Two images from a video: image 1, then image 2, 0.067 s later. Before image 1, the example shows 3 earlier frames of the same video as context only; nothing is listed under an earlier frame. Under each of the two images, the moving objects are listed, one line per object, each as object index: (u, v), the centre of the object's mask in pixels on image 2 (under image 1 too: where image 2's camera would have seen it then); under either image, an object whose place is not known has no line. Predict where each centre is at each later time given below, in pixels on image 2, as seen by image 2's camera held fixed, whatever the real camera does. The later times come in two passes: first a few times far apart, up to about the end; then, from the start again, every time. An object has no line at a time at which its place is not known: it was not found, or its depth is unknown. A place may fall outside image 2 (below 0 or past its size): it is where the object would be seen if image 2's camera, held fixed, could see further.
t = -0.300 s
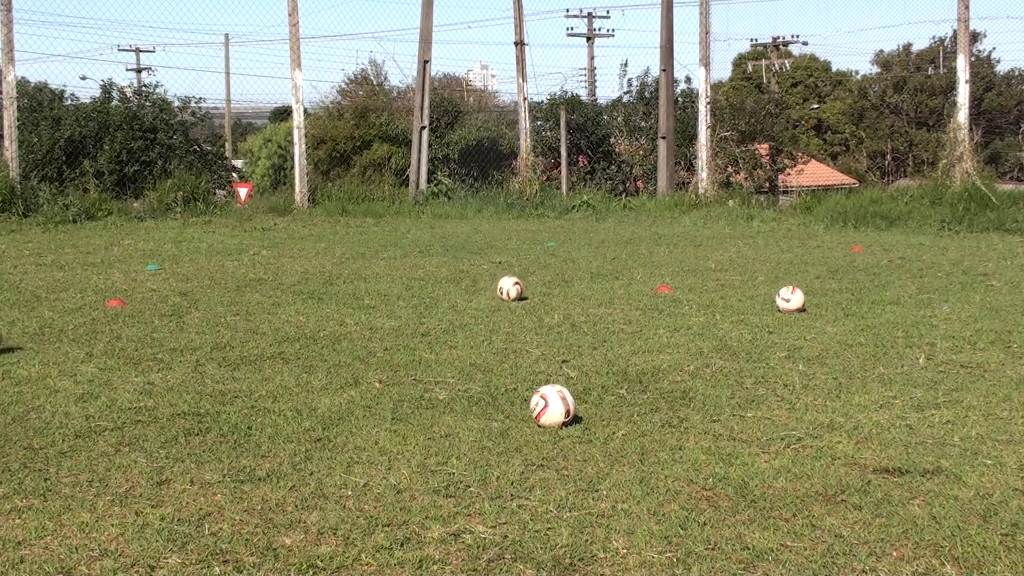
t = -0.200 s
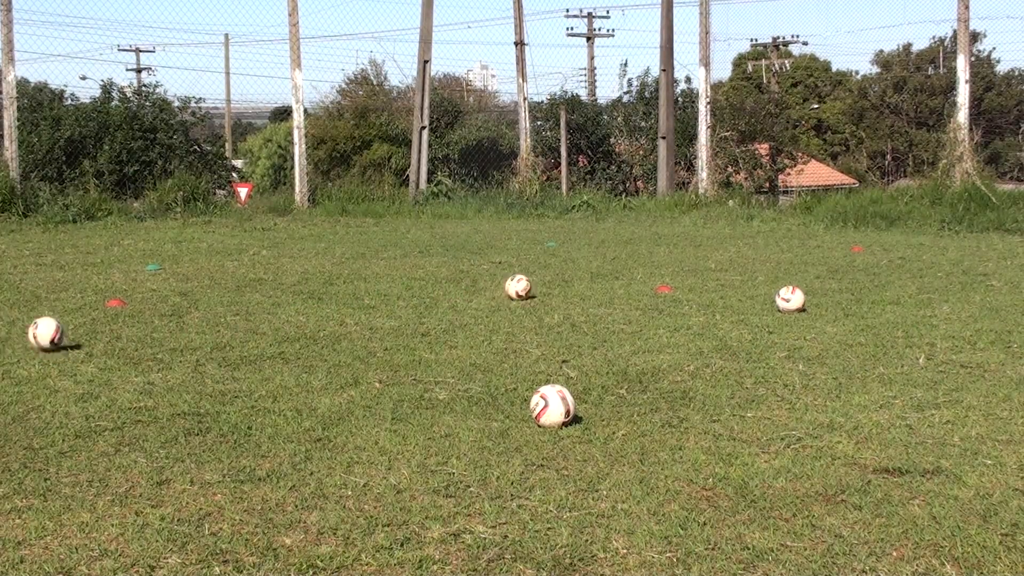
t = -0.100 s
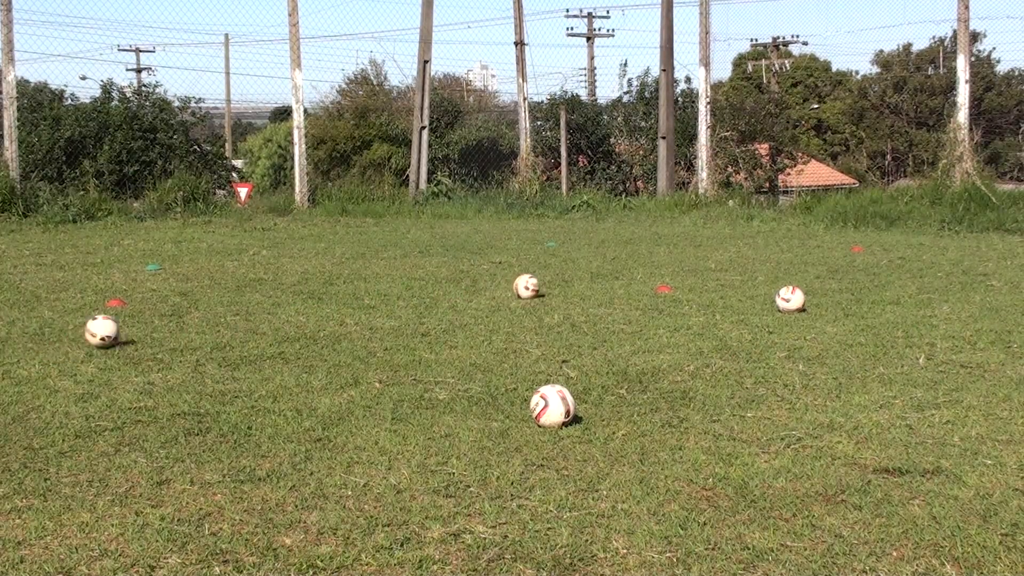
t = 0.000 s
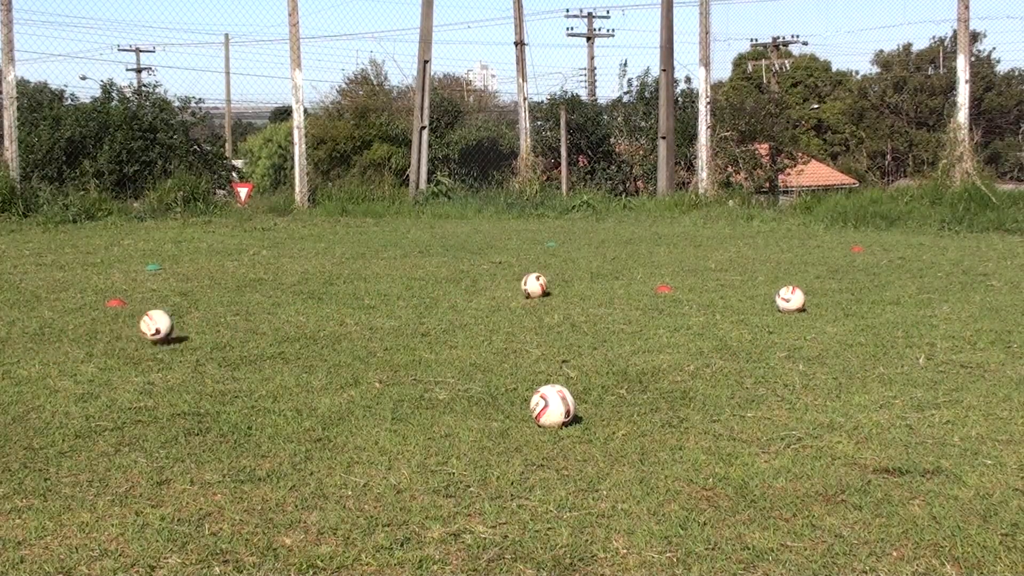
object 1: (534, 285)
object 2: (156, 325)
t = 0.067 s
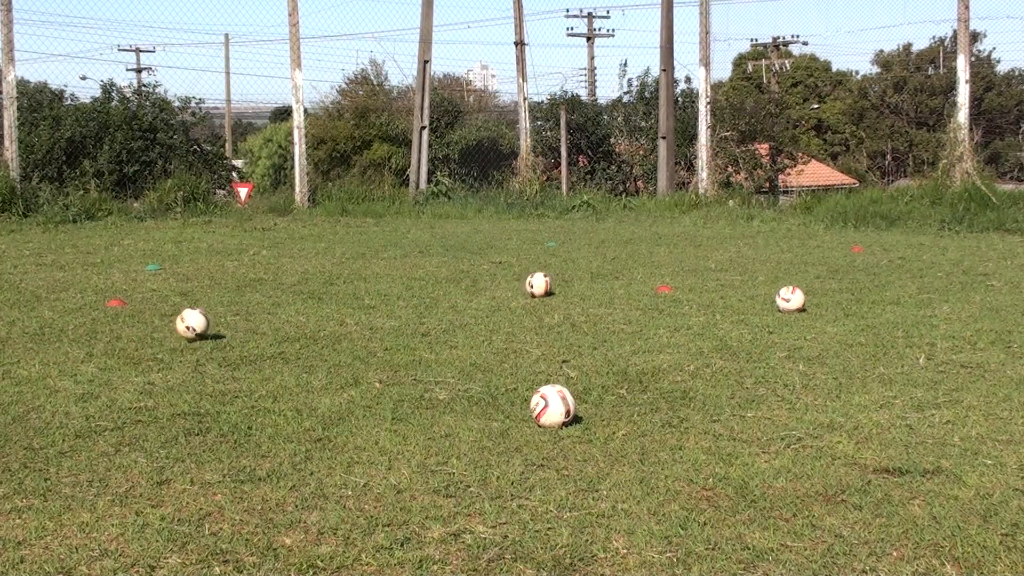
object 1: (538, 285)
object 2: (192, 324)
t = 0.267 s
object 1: (548, 283)
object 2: (290, 314)
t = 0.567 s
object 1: (560, 280)
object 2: (419, 306)
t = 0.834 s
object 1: (565, 280)
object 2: (518, 302)
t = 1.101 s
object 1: (568, 279)
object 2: (602, 292)
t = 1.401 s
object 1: (569, 279)
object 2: (686, 289)
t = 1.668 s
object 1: (570, 279)
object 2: (753, 286)
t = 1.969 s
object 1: (570, 279)
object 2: (822, 280)
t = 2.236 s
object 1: (570, 279)
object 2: (874, 278)
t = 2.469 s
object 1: (570, 279)
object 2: (914, 275)
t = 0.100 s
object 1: (540, 284)
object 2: (210, 325)
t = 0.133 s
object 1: (541, 284)
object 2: (226, 326)
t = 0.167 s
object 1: (543, 284)
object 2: (242, 320)
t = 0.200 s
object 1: (545, 283)
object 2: (258, 317)
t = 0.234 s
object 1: (547, 283)
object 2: (274, 315)
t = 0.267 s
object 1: (548, 283)
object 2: (290, 314)
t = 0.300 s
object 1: (550, 282)
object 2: (305, 316)
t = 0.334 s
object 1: (552, 282)
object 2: (319, 317)
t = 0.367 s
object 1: (554, 282)
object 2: (334, 314)
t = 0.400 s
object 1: (555, 281)
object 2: (349, 313)
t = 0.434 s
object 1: (557, 281)
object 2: (364, 312)
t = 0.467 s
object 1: (558, 281)
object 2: (378, 312)
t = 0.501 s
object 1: (559, 281)
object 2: (391, 310)
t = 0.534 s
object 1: (560, 280)
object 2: (405, 307)
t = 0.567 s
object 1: (560, 280)
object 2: (419, 306)
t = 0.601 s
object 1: (562, 280)
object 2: (432, 305)
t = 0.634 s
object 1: (562, 280)
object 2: (445, 306)
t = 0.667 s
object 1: (563, 279)
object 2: (457, 305)
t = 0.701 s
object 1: (563, 279)
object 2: (469, 302)
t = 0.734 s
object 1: (564, 279)
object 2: (482, 300)
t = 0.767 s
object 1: (565, 279)
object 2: (494, 300)
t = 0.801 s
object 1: (565, 280)
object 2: (506, 301)
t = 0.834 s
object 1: (565, 280)
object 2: (518, 302)
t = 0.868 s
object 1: (566, 280)
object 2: (528, 298)
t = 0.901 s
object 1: (566, 280)
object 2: (539, 295)
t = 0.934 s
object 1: (568, 279)
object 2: (550, 294)
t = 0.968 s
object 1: (569, 277)
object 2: (561, 294)
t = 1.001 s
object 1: (566, 276)
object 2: (573, 295)
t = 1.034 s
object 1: (567, 279)
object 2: (583, 297)
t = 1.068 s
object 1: (568, 279)
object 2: (593, 296)
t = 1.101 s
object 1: (568, 279)
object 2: (602, 292)
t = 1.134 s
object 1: (568, 279)
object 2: (612, 290)
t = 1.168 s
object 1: (568, 279)
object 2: (621, 290)
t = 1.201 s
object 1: (568, 279)
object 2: (631, 291)
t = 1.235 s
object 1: (569, 279)
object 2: (641, 292)
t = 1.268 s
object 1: (569, 279)
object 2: (650, 294)
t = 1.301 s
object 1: (569, 279)
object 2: (660, 292)
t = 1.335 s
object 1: (569, 279)
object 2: (668, 289)
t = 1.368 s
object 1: (569, 279)
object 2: (677, 289)
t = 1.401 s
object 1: (569, 279)
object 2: (686, 289)
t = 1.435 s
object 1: (569, 279)
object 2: (695, 289)
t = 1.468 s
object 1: (569, 279)
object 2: (703, 288)
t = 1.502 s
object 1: (570, 279)
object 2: (712, 286)
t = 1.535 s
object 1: (570, 279)
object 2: (720, 286)
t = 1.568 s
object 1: (570, 279)
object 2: (729, 286)
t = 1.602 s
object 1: (570, 279)
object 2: (737, 286)
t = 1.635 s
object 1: (570, 279)
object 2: (745, 287)
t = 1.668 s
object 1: (570, 279)
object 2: (753, 286)
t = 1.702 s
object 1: (570, 279)
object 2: (761, 285)
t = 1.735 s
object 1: (570, 279)
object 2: (769, 283)
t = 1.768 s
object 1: (570, 279)
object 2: (776, 282)
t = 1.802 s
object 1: (570, 279)
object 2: (785, 281)
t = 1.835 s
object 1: (570, 279)
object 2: (792, 280)
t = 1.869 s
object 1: (570, 279)
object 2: (801, 281)
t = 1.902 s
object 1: (570, 279)
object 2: (808, 282)
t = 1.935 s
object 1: (570, 279)
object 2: (814, 282)
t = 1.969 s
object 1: (570, 279)
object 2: (822, 280)
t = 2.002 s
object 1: (570, 279)
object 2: (829, 280)
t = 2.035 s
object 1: (570, 279)
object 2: (836, 280)
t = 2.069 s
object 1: (570, 279)
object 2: (842, 280)
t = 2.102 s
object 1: (570, 279)
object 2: (849, 280)
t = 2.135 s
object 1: (570, 279)
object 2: (855, 279)
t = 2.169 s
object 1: (570, 279)
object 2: (862, 279)
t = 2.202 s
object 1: (570, 279)
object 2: (869, 278)
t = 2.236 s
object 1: (570, 279)
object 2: (874, 278)
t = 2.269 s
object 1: (570, 279)
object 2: (881, 277)
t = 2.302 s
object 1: (570, 279)
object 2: (886, 277)
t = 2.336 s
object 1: (570, 279)
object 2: (892, 277)
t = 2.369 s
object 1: (570, 279)
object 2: (898, 276)
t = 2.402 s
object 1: (570, 279)
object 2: (904, 277)
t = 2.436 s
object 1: (570, 279)
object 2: (909, 276)
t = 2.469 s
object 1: (570, 279)
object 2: (914, 275)
